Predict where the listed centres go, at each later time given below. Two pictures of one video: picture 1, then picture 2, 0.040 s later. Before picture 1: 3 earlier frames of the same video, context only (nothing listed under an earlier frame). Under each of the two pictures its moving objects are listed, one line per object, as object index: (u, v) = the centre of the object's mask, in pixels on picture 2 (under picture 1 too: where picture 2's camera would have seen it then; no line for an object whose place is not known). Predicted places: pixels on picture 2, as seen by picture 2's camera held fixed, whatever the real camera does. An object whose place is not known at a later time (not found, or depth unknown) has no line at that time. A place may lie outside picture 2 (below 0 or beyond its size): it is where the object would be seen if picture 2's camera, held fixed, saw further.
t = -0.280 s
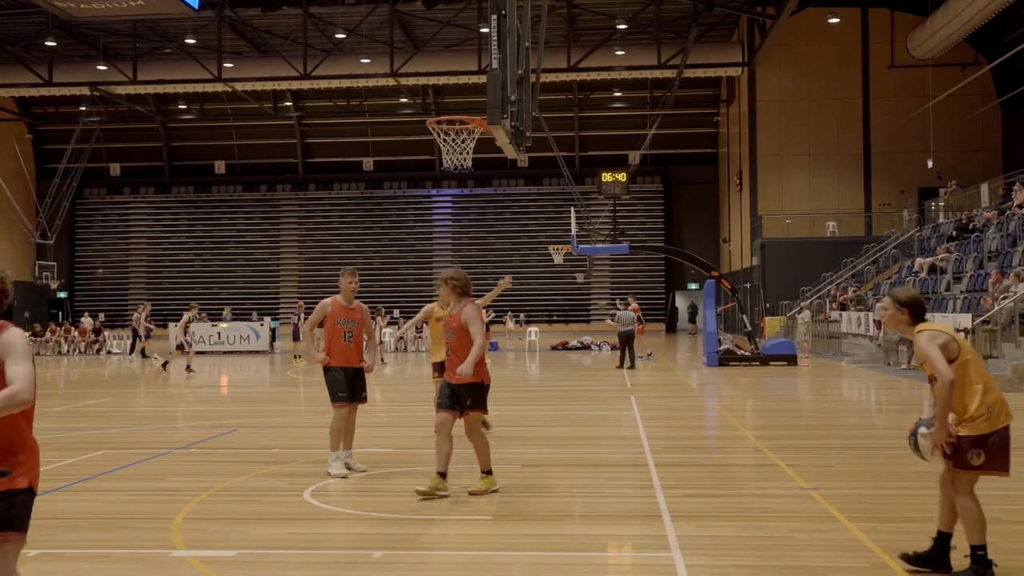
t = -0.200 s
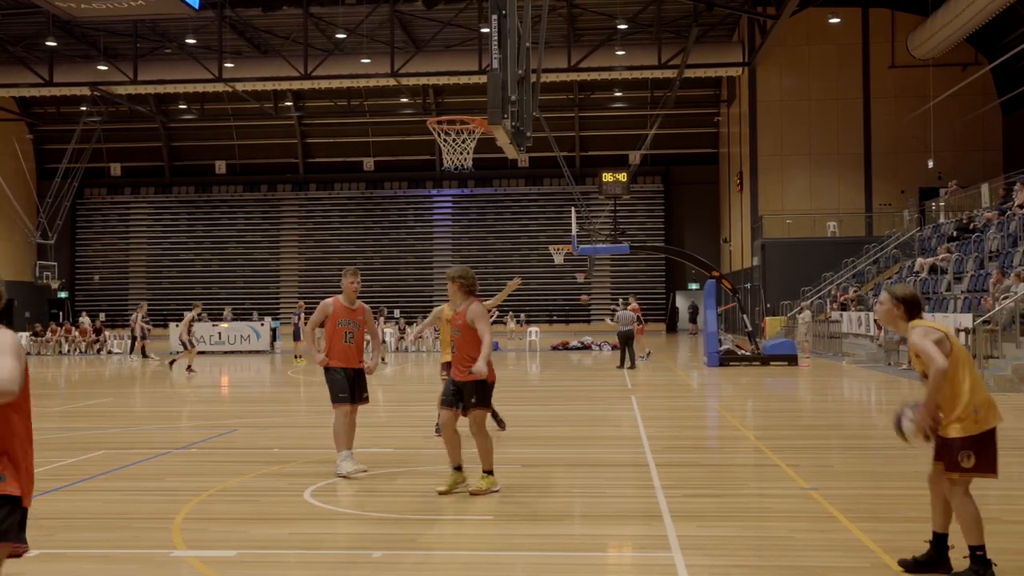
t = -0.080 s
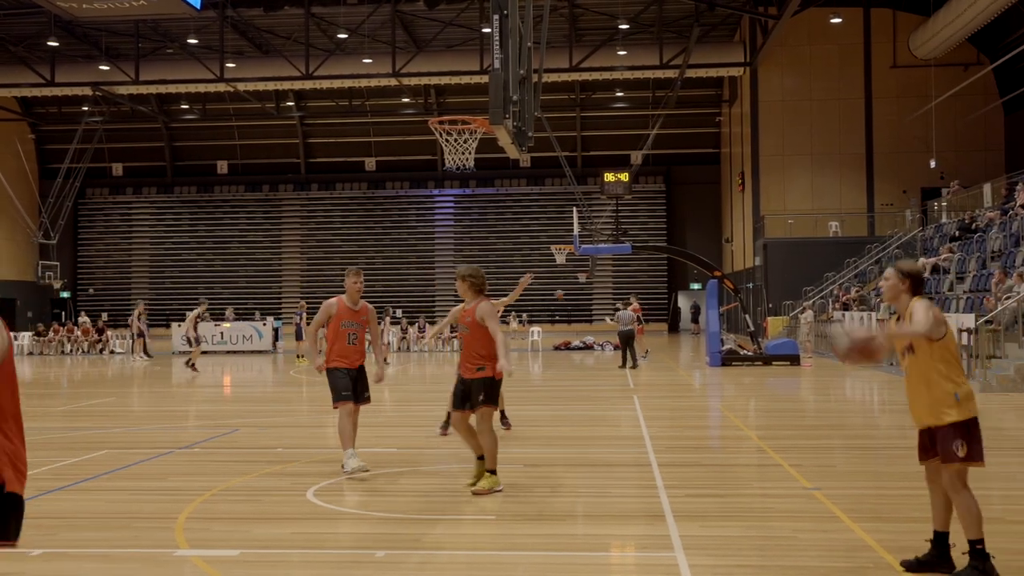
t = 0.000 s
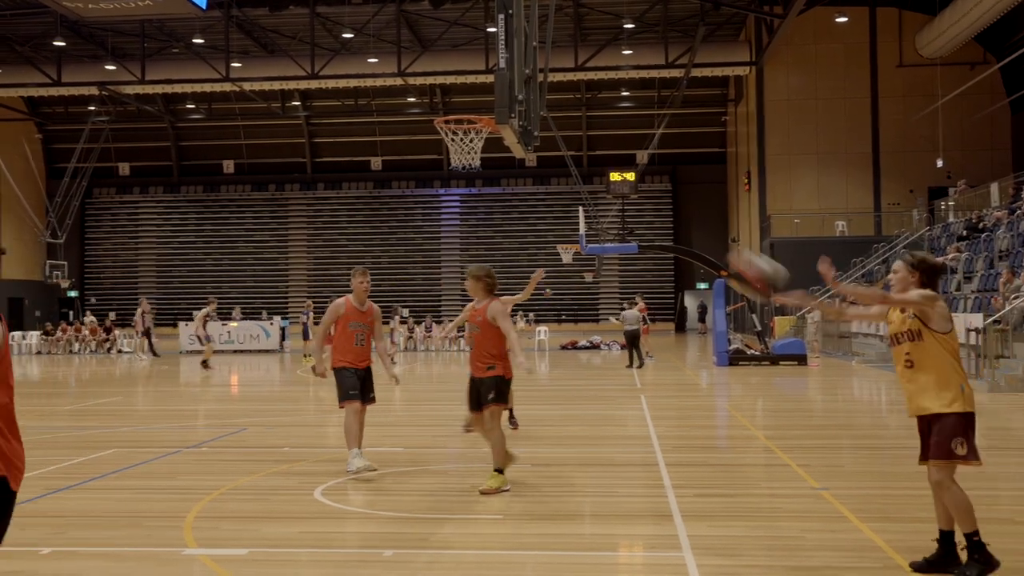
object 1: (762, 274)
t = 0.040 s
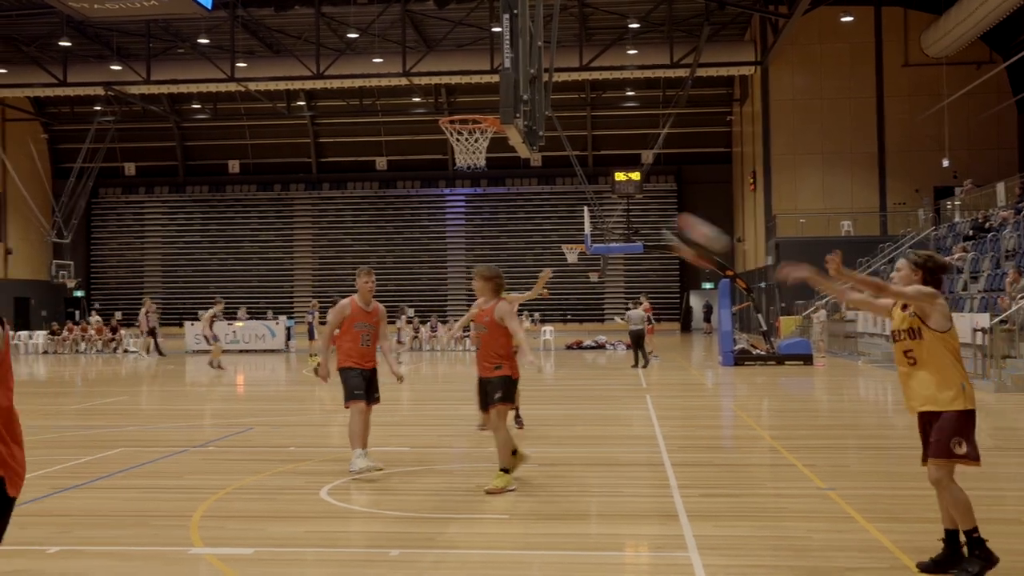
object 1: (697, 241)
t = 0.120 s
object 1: (567, 178)
